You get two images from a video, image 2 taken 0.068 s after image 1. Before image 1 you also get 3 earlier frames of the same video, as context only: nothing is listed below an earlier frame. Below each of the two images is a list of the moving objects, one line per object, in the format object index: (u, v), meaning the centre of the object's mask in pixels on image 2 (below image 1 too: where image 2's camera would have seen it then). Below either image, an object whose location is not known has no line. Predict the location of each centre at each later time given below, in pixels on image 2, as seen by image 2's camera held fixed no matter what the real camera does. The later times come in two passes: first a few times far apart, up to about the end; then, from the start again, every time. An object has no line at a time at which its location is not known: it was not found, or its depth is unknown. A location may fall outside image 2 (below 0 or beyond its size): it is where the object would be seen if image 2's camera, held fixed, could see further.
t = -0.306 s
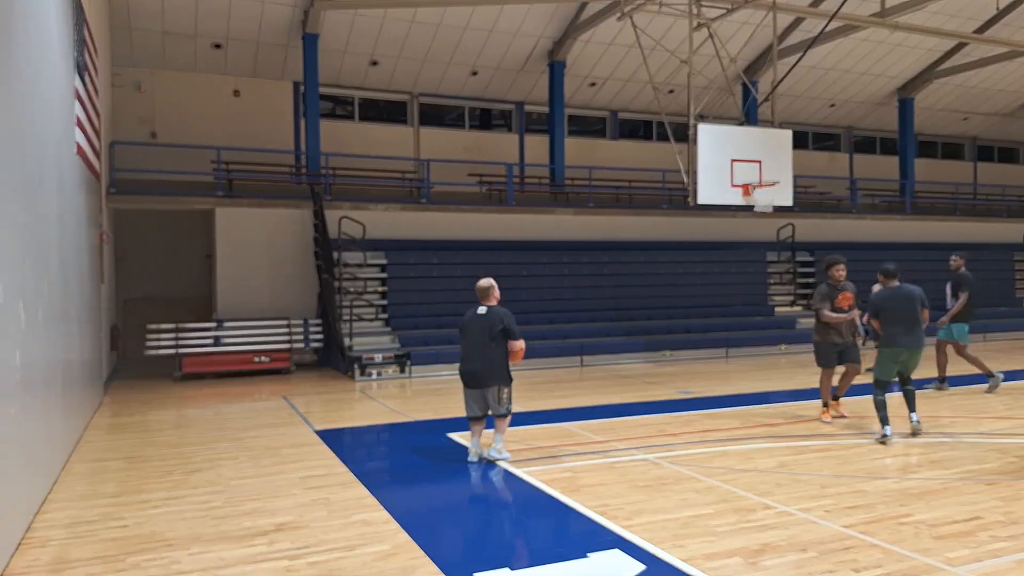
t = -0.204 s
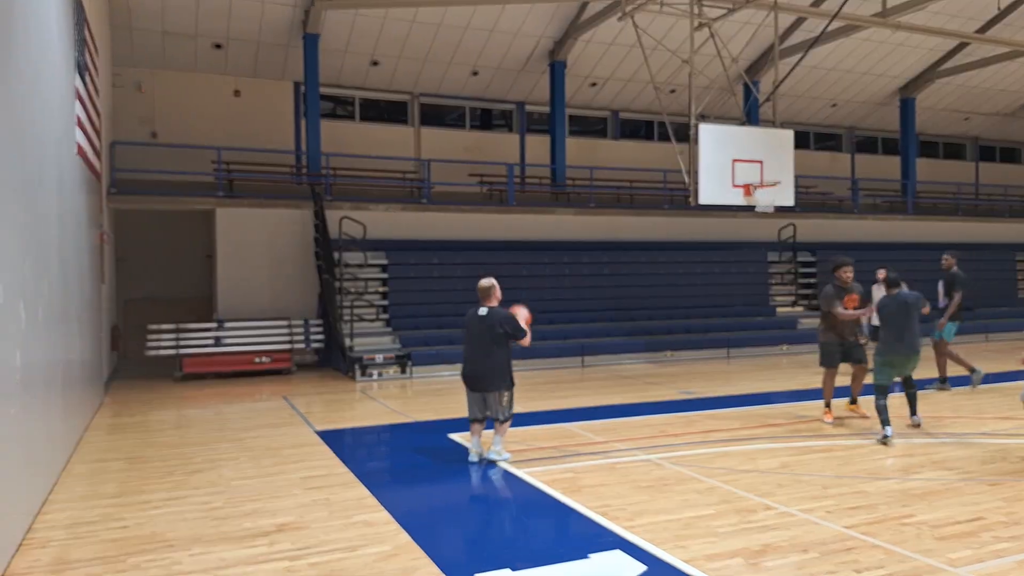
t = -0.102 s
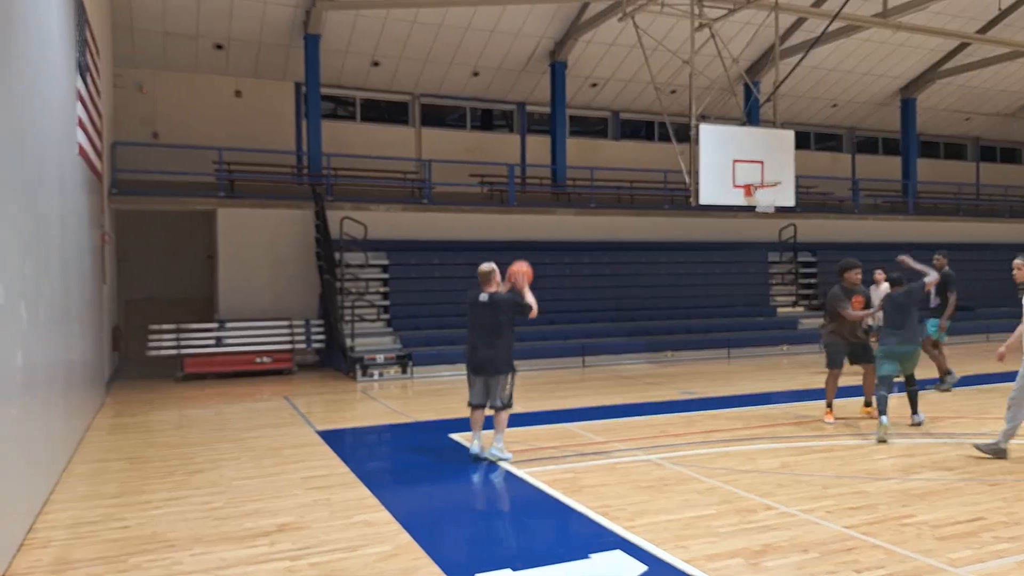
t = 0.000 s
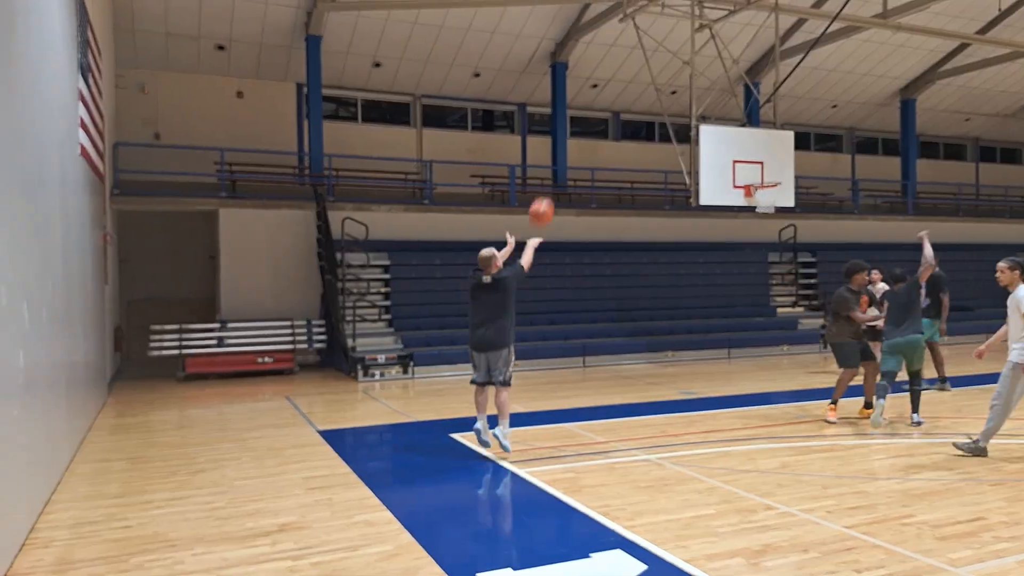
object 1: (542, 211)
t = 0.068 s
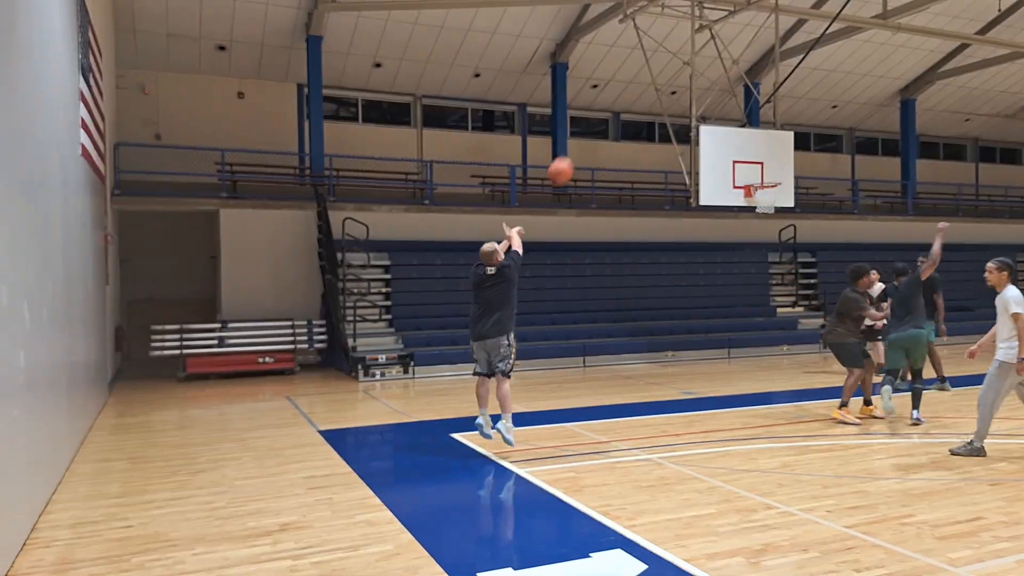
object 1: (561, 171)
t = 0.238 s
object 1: (605, 95)
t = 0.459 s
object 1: (651, 45)
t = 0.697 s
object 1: (692, 42)
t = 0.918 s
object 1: (723, 75)
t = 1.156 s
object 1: (751, 141)
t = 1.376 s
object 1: (769, 209)
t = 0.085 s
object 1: (565, 162)
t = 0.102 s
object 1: (570, 152)
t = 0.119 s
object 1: (575, 143)
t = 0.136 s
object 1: (579, 135)
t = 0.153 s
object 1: (584, 128)
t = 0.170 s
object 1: (587, 121)
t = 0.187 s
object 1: (591, 114)
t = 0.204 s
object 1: (596, 107)
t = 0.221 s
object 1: (600, 101)
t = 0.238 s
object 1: (605, 95)
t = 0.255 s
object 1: (608, 89)
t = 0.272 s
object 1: (612, 83)
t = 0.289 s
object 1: (616, 78)
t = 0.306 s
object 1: (619, 74)
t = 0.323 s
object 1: (623, 70)
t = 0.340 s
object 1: (627, 65)
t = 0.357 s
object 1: (631, 61)
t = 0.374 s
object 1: (634, 59)
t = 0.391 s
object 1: (637, 55)
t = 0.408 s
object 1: (641, 52)
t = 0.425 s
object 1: (645, 50)
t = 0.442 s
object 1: (648, 47)
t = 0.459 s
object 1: (651, 45)
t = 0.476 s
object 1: (655, 43)
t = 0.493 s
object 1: (659, 42)
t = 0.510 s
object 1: (663, 41)
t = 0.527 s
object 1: (665, 40)
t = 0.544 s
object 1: (668, 39)
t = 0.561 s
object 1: (671, 39)
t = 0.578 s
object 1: (674, 38)
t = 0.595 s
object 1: (676, 38)
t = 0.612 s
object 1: (679, 38)
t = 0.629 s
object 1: (682, 39)
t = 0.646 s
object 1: (684, 39)
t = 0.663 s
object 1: (687, 40)
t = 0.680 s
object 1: (690, 41)
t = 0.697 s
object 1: (692, 42)
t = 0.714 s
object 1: (695, 44)
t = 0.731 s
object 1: (698, 45)
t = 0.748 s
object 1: (700, 47)
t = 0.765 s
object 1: (703, 49)
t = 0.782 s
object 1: (705, 51)
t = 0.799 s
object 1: (708, 53)
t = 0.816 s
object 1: (710, 56)
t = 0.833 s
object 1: (712, 59)
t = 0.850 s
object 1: (715, 62)
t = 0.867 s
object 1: (717, 65)
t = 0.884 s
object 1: (719, 68)
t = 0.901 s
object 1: (721, 71)
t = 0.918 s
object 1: (723, 75)
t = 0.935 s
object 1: (726, 79)
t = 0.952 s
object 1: (728, 82)
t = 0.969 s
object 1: (730, 86)
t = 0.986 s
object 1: (732, 91)
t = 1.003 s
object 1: (734, 95)
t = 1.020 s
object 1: (736, 100)
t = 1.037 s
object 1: (738, 104)
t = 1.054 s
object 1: (740, 110)
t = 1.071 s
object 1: (742, 115)
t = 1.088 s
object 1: (744, 119)
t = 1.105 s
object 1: (746, 124)
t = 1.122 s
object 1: (747, 129)
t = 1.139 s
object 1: (749, 135)
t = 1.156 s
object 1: (751, 141)
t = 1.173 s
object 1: (753, 147)
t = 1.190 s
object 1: (754, 153)
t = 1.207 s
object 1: (755, 159)
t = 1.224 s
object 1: (757, 165)
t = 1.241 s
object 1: (759, 171)
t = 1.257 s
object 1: (761, 177)
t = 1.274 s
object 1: (762, 184)
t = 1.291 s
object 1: (764, 190)
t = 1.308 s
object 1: (765, 196)
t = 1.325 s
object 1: (767, 203)
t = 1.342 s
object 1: (767, 205)
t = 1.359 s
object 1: (768, 207)
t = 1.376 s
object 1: (769, 209)
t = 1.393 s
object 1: (769, 211)
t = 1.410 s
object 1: (770, 213)
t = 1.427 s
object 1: (771, 216)
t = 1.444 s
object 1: (771, 219)
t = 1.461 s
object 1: (771, 222)
